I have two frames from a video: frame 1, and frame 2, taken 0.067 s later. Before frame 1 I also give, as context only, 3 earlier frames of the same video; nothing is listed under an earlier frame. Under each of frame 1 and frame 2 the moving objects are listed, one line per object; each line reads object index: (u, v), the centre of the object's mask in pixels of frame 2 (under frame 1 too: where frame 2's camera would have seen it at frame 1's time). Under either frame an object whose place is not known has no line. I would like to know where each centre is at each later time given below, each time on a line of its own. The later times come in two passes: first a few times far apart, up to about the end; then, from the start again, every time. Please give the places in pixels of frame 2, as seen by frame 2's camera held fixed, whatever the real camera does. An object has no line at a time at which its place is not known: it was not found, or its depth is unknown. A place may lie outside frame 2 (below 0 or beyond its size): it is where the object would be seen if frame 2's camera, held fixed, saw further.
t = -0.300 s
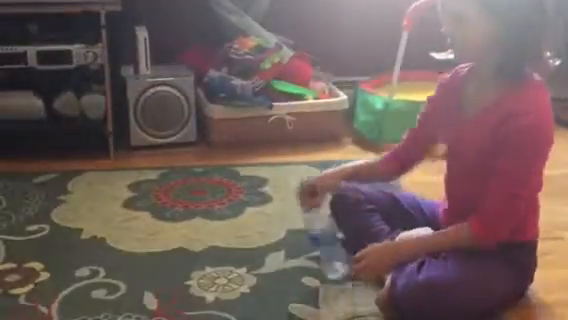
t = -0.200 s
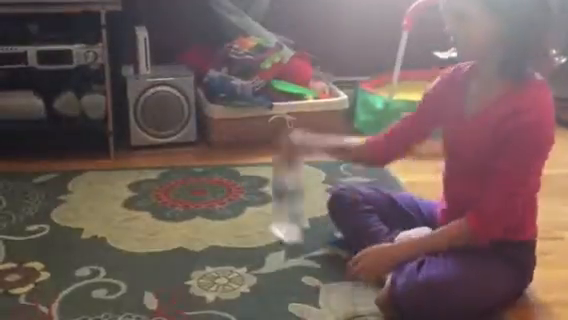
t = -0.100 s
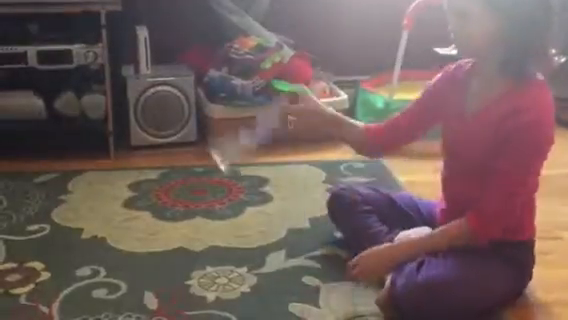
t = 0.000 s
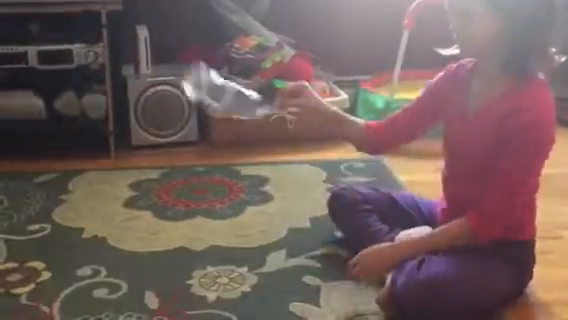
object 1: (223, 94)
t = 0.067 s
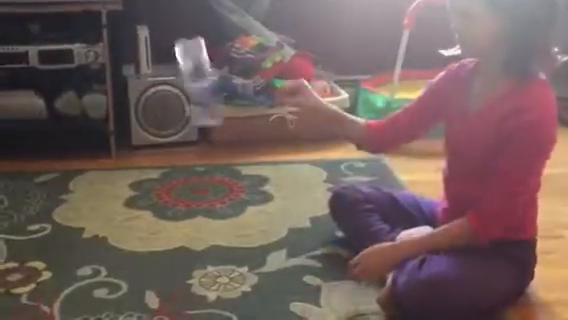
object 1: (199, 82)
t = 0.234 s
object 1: (147, 72)
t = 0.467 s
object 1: (157, 245)
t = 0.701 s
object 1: (158, 262)
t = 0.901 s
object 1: (158, 262)
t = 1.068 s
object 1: (158, 262)
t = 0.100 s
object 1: (184, 76)
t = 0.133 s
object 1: (165, 72)
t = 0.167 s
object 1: (158, 67)
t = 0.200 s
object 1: (150, 68)
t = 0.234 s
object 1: (147, 72)
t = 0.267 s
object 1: (147, 84)
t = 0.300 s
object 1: (147, 102)
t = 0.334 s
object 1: (148, 125)
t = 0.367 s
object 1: (151, 158)
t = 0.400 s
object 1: (155, 190)
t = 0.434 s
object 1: (156, 233)
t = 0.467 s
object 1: (157, 245)
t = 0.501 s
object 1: (156, 243)
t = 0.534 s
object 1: (154, 242)
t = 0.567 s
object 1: (154, 244)
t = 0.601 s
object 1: (153, 249)
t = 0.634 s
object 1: (153, 255)
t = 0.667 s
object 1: (157, 261)
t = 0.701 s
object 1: (158, 262)
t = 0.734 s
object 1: (158, 262)
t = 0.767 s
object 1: (157, 262)
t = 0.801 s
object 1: (158, 262)
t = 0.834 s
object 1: (158, 262)
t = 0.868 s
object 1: (158, 262)
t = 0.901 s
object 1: (158, 262)
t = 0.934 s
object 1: (158, 262)
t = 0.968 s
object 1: (158, 262)
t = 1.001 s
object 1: (158, 262)
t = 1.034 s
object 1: (158, 262)
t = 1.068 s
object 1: (158, 262)
